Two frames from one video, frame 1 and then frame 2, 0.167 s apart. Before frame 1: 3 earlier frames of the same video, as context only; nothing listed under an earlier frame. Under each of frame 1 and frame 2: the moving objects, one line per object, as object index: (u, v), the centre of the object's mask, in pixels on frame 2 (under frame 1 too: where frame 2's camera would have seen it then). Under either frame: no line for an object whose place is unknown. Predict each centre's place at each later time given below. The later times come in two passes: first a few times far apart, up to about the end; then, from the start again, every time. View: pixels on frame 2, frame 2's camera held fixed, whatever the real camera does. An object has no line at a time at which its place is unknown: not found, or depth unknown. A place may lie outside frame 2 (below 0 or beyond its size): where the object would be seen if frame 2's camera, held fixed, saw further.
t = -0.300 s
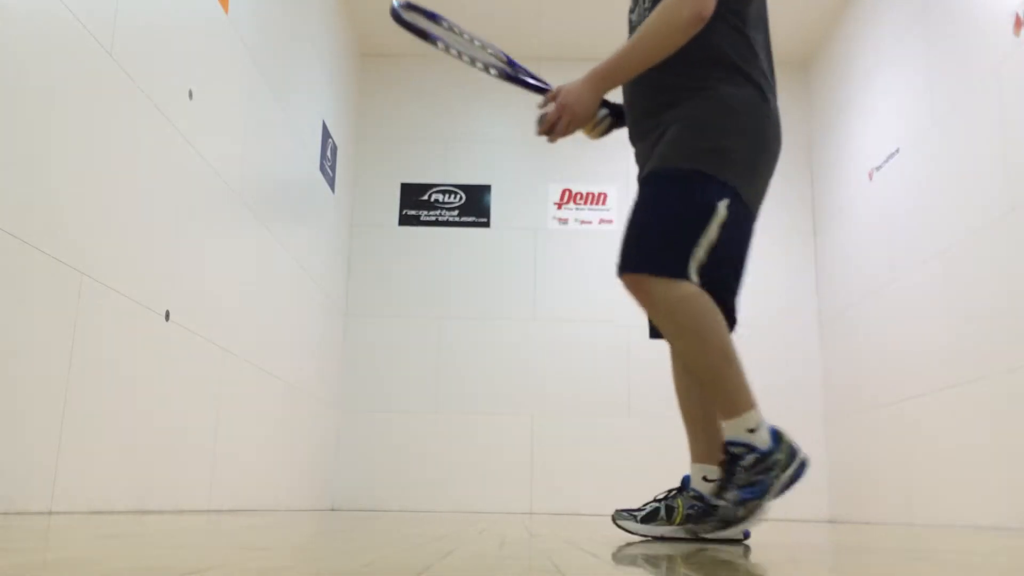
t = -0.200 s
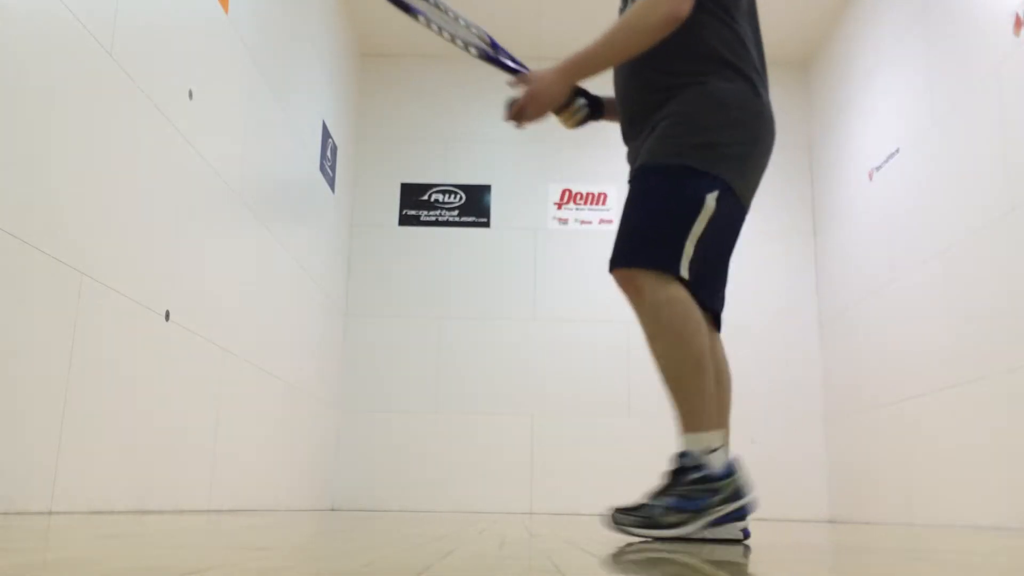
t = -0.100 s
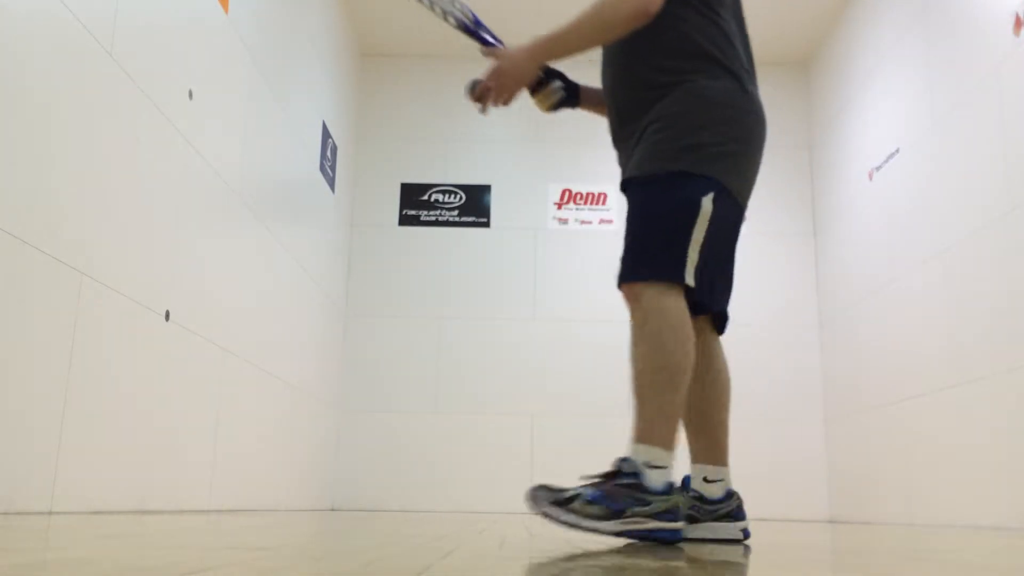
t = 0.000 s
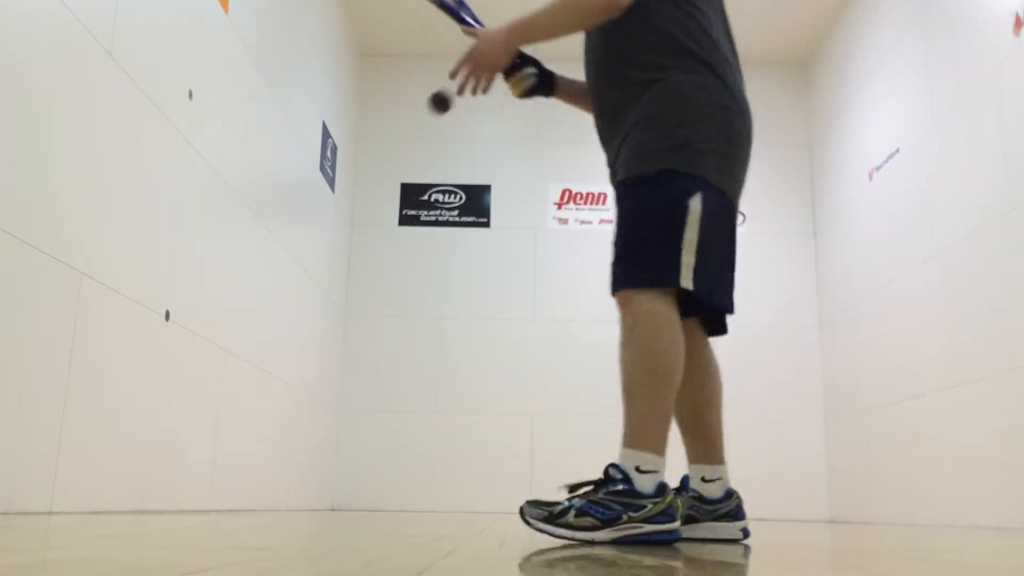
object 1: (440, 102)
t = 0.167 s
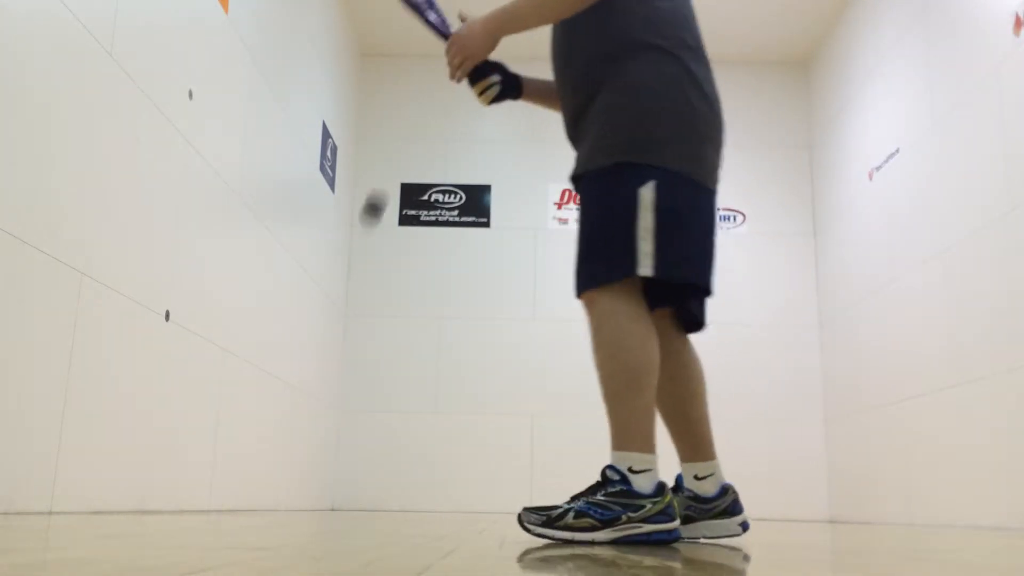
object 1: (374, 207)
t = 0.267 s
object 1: (330, 331)
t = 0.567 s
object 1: (252, 291)
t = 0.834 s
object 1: (202, 226)
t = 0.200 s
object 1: (359, 244)
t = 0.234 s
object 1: (344, 286)
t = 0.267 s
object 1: (330, 331)
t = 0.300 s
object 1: (314, 381)
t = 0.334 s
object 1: (298, 438)
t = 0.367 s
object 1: (281, 500)
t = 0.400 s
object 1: (273, 481)
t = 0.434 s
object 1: (270, 433)
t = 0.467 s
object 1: (266, 391)
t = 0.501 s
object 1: (262, 354)
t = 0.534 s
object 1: (257, 319)
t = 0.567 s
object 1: (252, 291)
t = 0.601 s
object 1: (247, 269)
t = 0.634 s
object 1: (241, 251)
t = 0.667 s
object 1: (235, 236)
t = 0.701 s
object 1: (229, 227)
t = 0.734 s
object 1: (223, 221)
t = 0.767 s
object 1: (216, 219)
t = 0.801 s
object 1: (210, 220)
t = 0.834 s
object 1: (202, 226)
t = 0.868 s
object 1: (195, 236)
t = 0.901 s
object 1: (186, 250)
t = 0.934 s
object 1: (178, 267)
